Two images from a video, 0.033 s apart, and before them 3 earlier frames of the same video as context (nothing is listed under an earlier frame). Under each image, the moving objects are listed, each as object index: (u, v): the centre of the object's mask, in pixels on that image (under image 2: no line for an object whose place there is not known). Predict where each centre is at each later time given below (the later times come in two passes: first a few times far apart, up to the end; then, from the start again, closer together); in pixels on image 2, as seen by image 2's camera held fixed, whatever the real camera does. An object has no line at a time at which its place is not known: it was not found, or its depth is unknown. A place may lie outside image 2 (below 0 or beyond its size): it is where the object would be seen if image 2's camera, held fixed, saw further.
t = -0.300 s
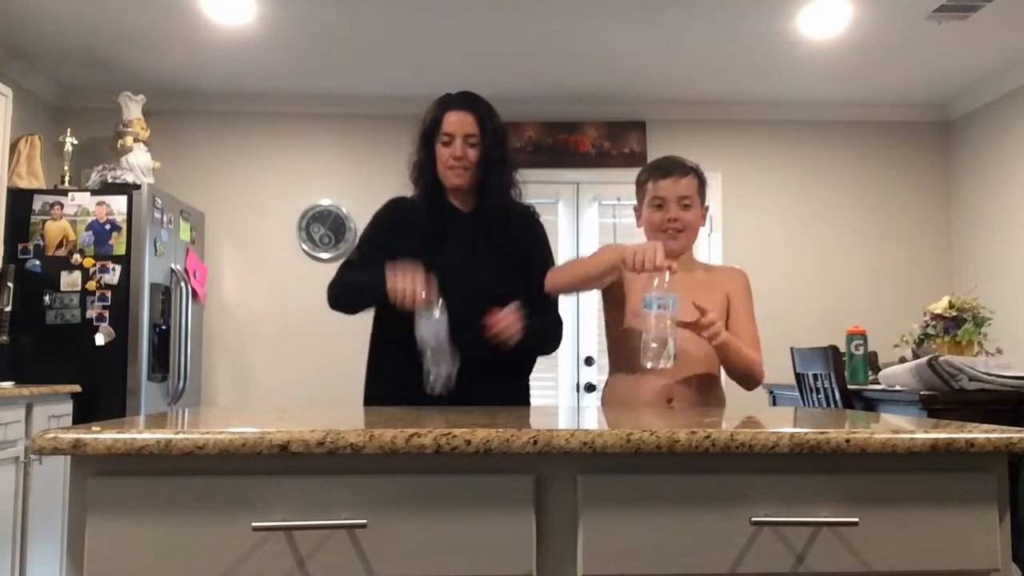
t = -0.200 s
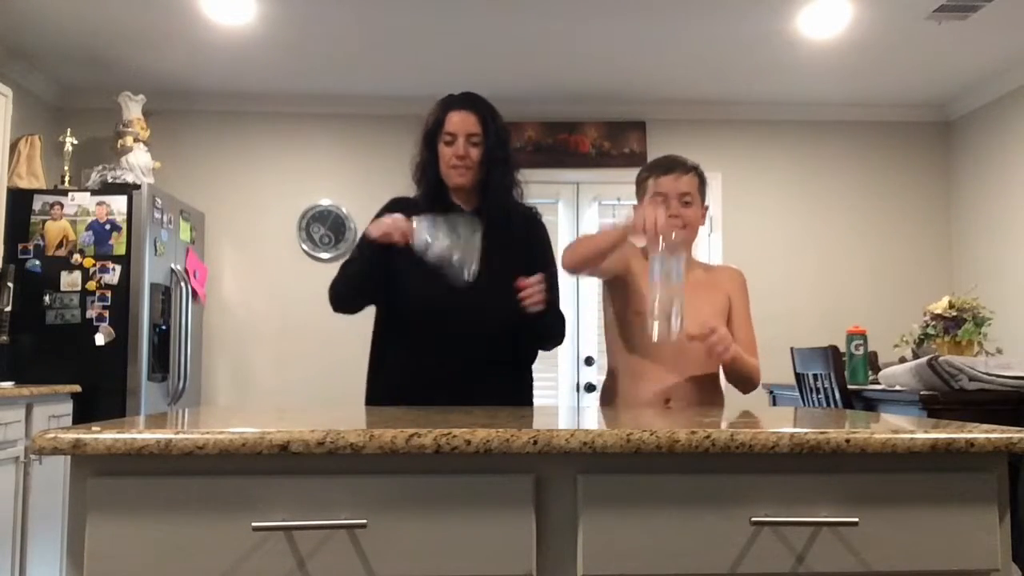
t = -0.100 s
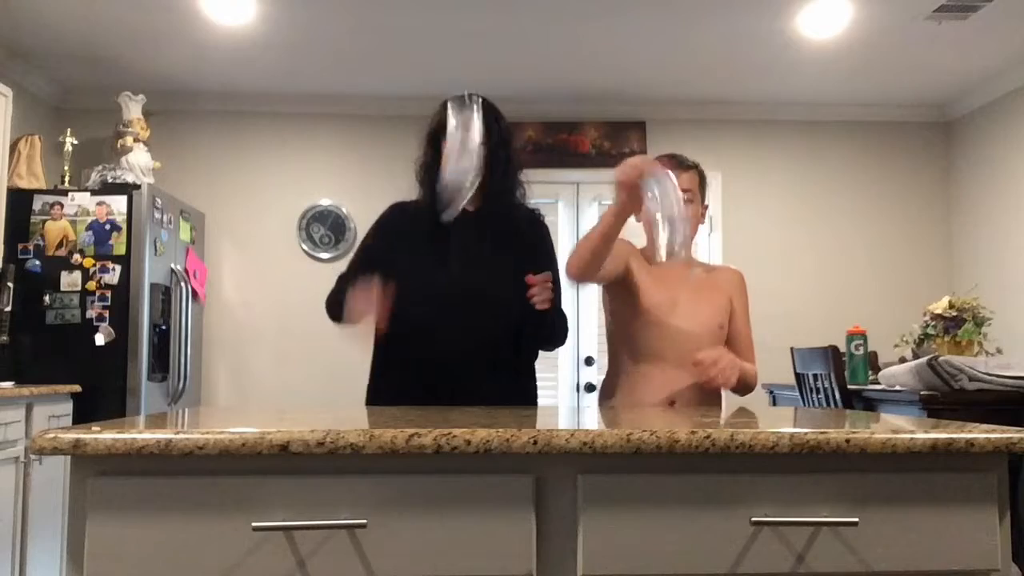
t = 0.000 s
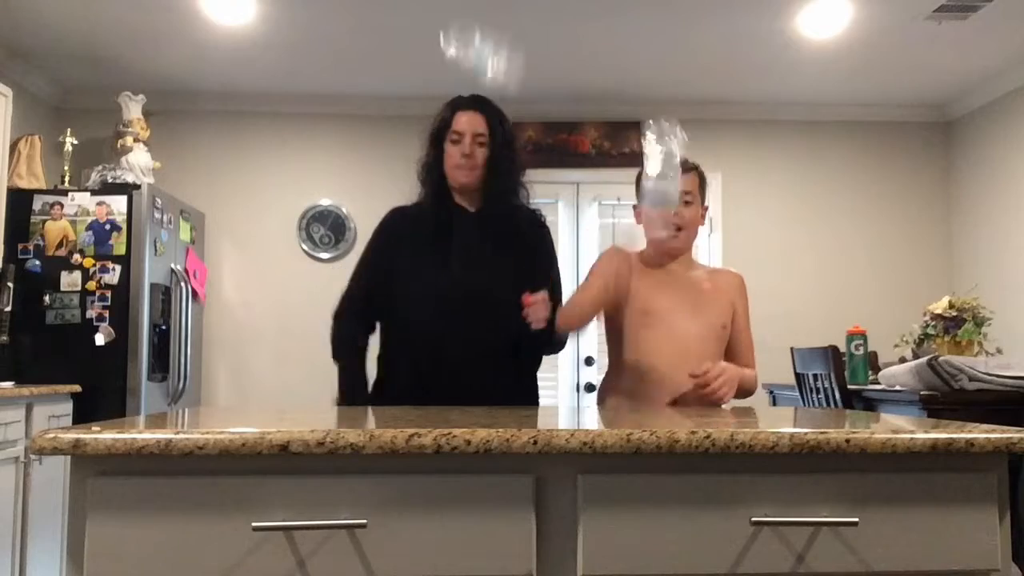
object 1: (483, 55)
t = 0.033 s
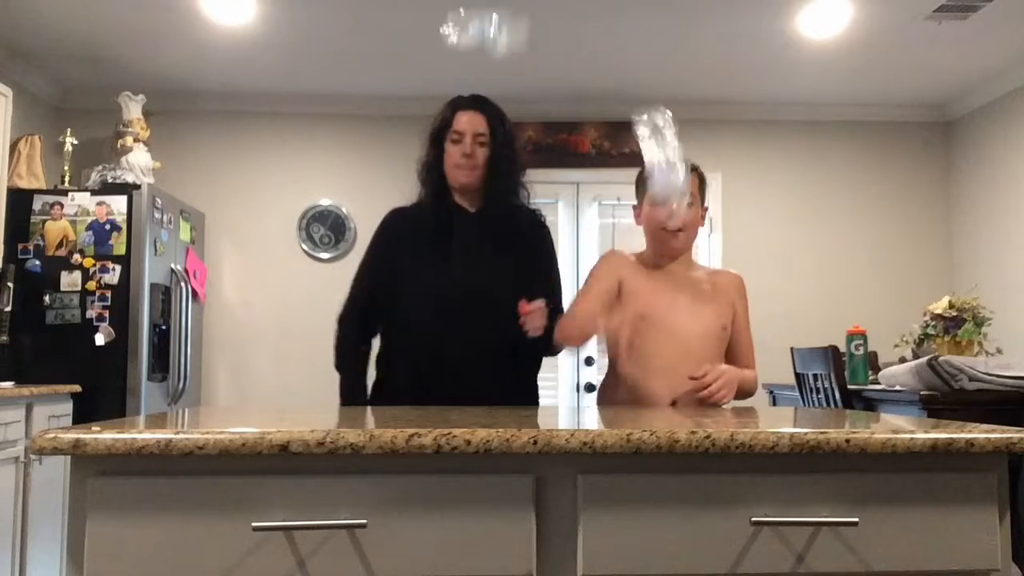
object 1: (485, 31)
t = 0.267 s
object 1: (488, 59)
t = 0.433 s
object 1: (491, 313)
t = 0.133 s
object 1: (473, 17)
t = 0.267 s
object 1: (488, 59)
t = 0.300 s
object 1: (490, 88)
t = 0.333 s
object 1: (491, 132)
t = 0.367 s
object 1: (491, 186)
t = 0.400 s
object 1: (491, 249)
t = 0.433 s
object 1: (491, 313)
